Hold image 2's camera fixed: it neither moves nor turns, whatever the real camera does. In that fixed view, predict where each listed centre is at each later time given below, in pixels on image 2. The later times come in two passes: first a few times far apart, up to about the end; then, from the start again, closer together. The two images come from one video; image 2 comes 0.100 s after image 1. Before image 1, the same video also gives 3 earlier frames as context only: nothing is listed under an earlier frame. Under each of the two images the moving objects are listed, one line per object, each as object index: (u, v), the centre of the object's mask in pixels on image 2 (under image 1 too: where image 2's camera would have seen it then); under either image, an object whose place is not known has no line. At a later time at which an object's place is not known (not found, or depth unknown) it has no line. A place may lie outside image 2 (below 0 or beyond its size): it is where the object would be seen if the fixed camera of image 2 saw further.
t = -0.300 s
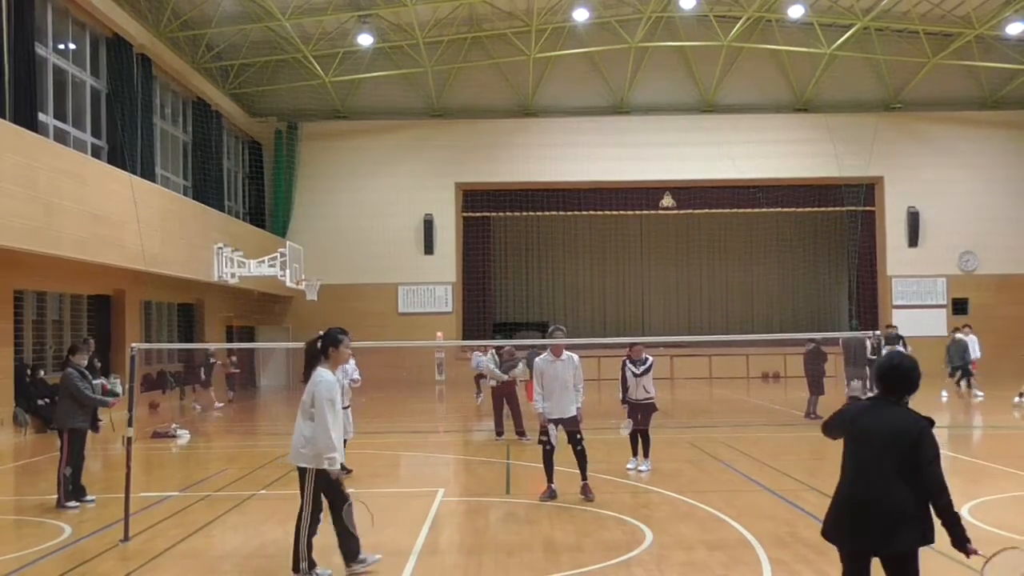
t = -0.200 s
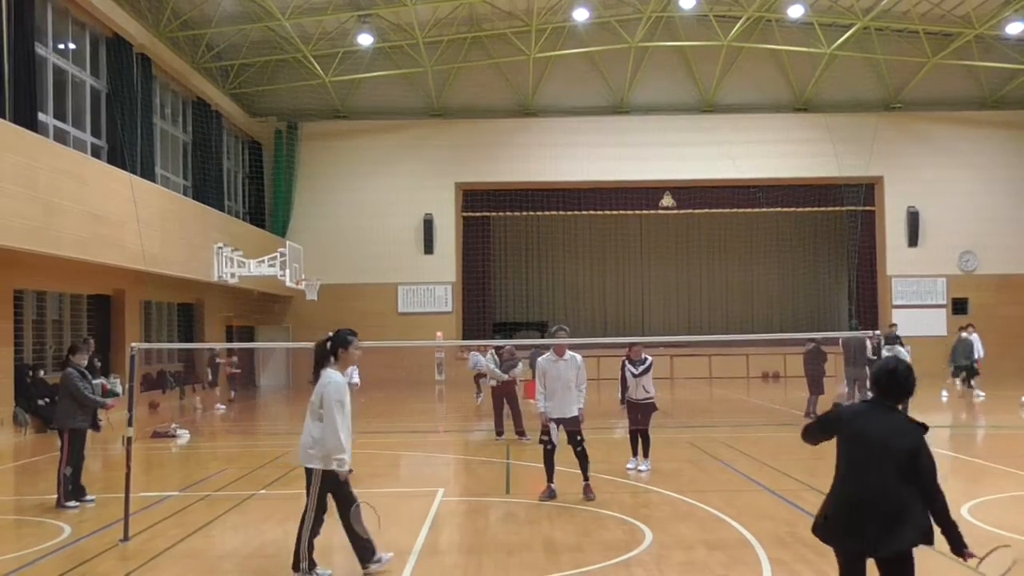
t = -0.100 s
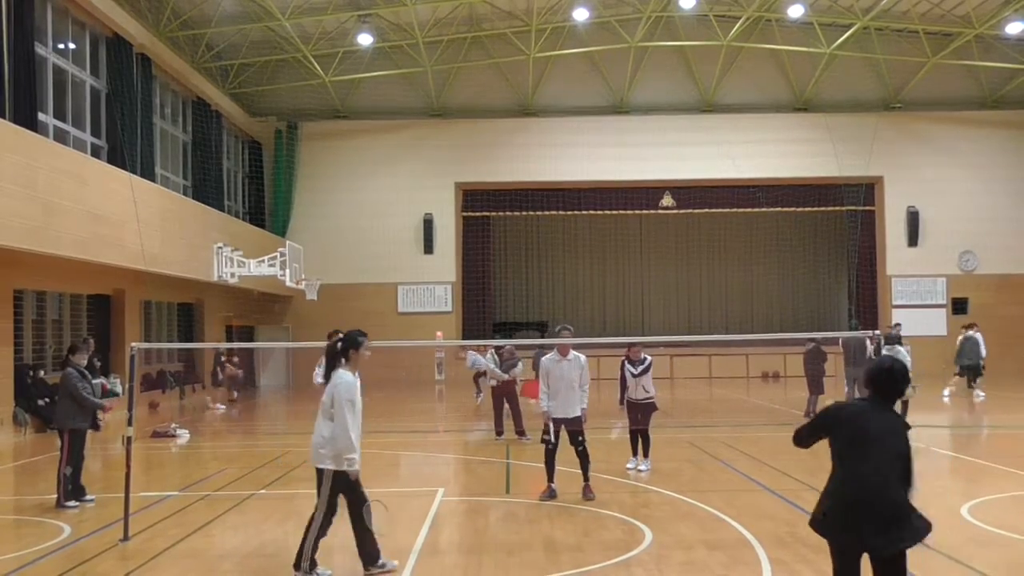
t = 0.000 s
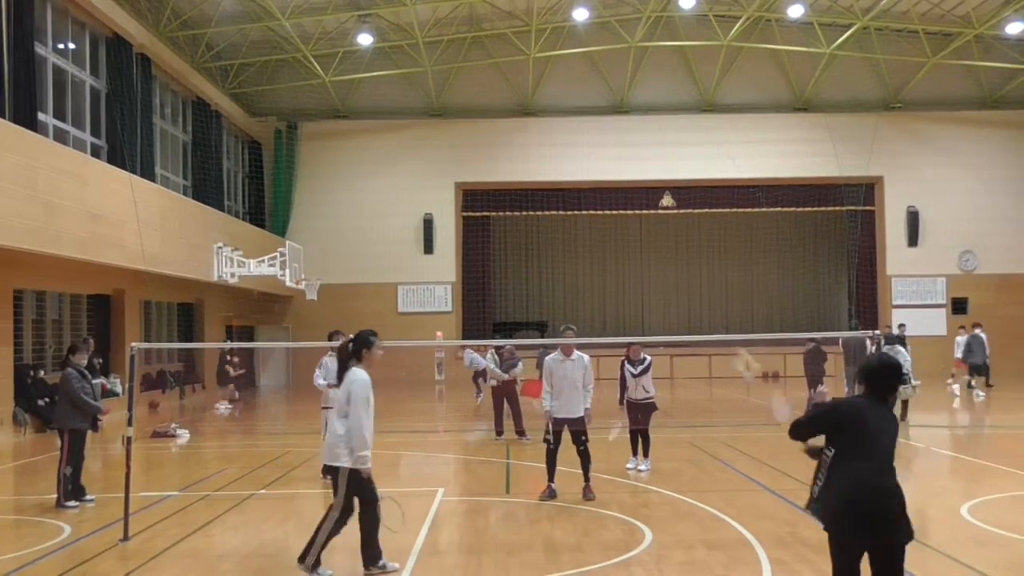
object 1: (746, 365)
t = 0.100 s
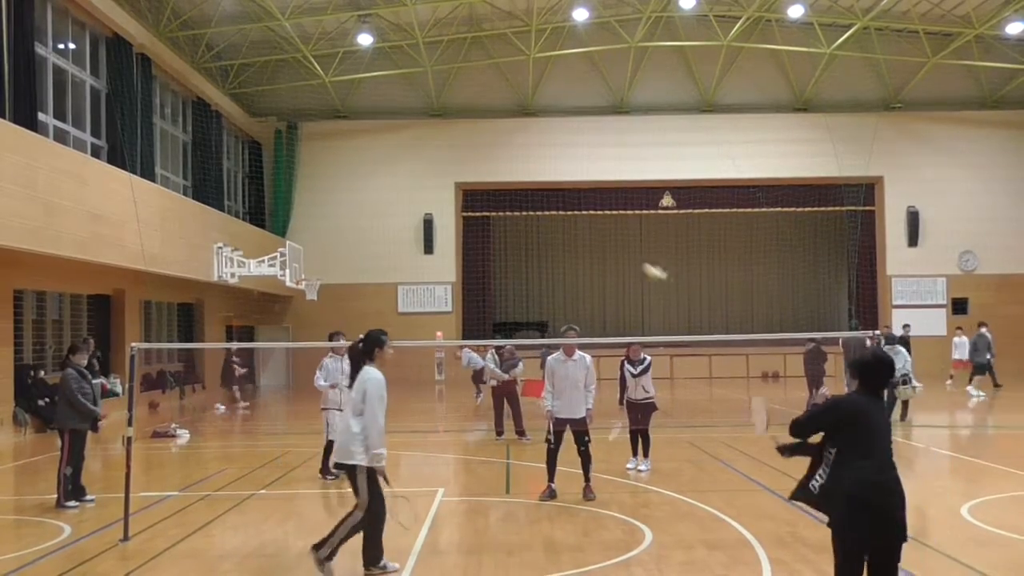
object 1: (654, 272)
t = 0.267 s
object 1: (571, 214)
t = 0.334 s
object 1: (549, 206)
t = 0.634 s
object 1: (484, 225)
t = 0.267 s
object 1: (571, 214)
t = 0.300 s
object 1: (560, 209)
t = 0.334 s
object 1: (549, 206)
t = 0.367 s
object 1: (540, 204)
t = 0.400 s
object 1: (531, 204)
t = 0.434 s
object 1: (523, 204)
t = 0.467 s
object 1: (514, 205)
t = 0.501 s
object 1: (506, 207)
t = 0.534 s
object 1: (499, 210)
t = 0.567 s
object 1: (493, 214)
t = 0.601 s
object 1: (488, 219)
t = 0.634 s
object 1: (484, 225)
